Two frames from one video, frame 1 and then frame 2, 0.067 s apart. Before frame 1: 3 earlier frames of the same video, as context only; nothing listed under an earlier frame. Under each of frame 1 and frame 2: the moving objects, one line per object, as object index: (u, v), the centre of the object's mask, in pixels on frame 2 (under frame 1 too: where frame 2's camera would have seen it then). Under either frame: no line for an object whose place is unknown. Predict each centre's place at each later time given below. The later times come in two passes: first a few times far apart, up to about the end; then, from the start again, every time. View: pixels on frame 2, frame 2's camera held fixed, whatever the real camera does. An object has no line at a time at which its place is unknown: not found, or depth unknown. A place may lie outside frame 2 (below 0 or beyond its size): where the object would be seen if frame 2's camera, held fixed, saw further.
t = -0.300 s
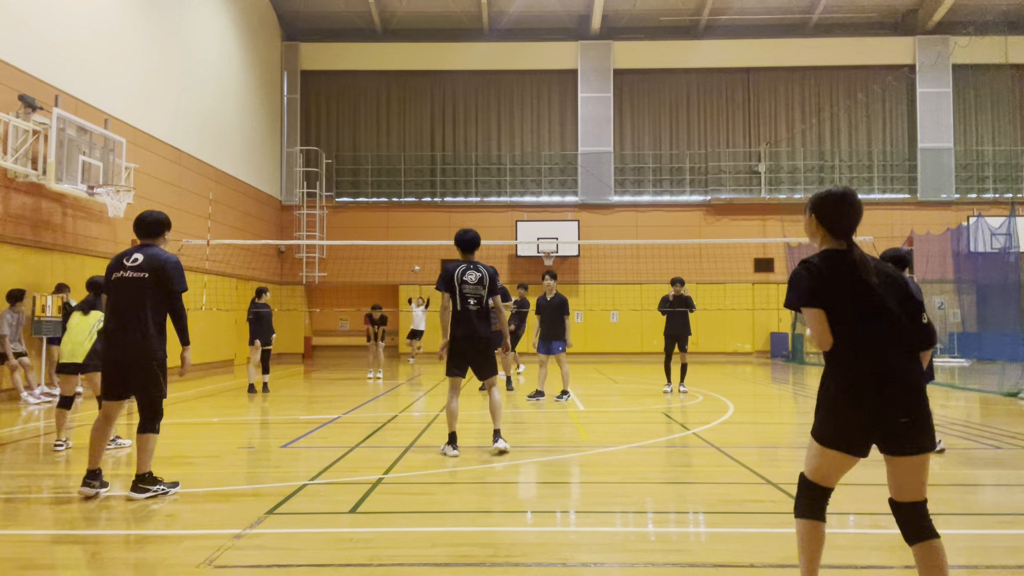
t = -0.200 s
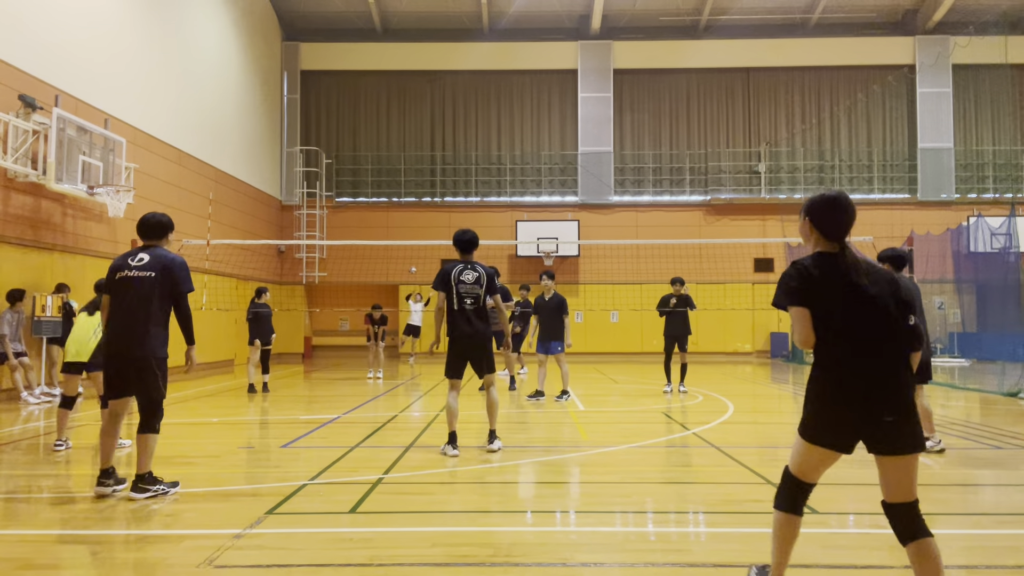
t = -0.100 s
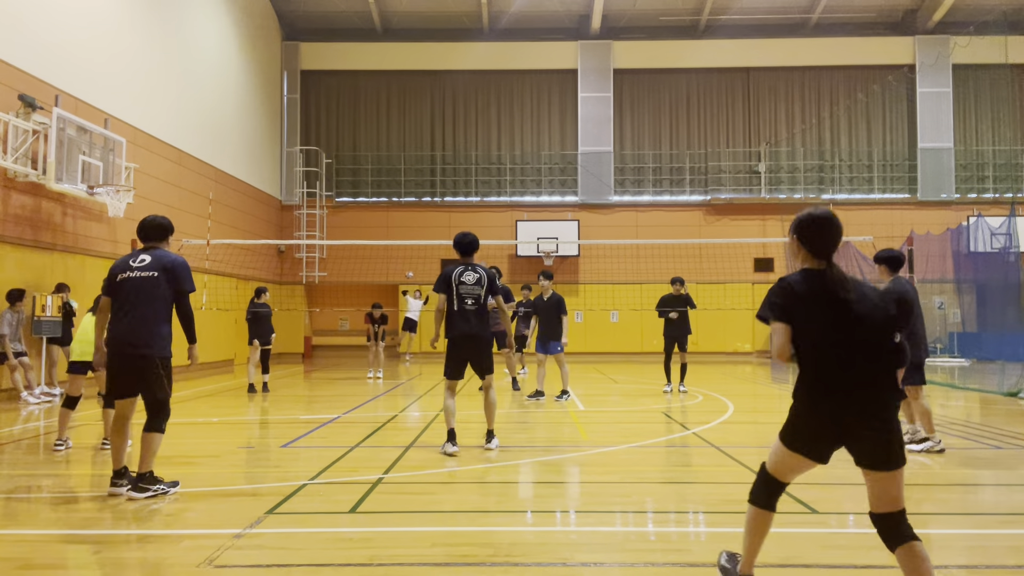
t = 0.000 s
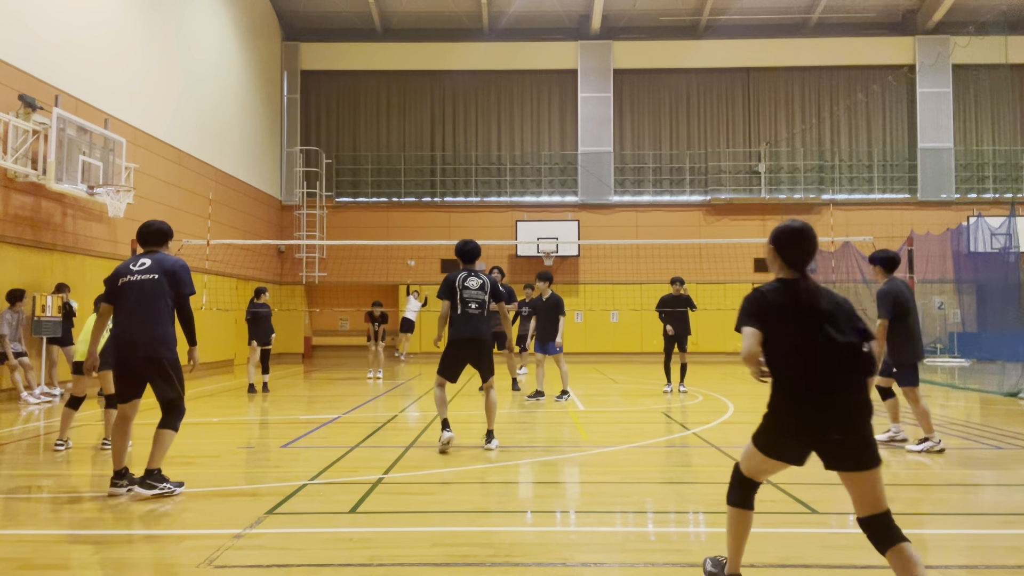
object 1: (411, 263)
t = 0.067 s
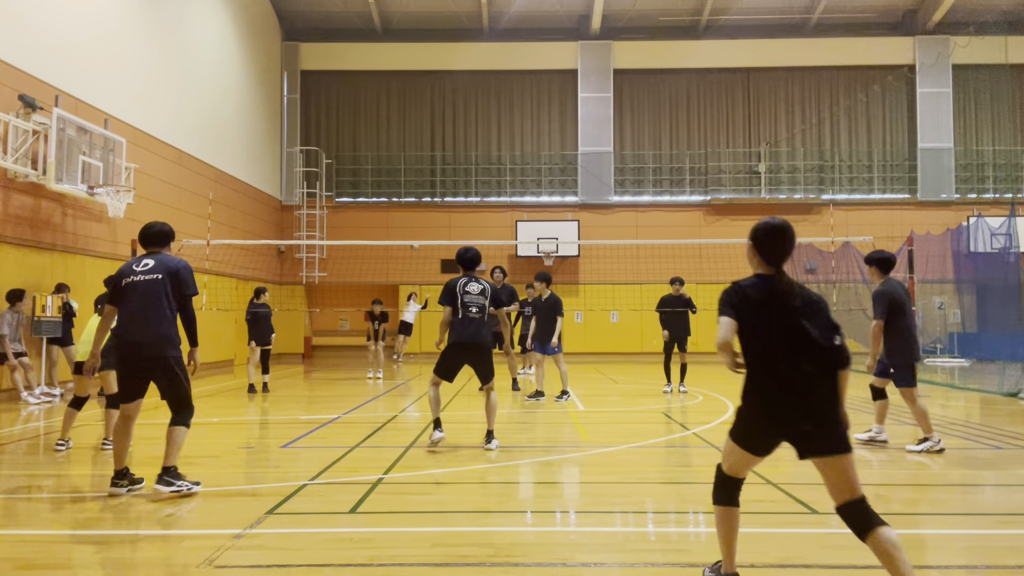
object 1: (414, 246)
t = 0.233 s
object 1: (425, 200)
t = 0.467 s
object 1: (440, 147)
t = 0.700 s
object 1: (461, 108)
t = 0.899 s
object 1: (488, 93)
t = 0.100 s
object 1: (417, 235)
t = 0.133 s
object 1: (419, 226)
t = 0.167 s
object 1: (422, 218)
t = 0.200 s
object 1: (423, 208)
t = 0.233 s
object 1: (425, 200)
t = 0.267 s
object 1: (427, 192)
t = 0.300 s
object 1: (429, 184)
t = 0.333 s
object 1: (431, 176)
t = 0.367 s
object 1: (433, 168)
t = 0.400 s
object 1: (435, 160)
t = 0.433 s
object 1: (437, 153)
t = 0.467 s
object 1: (440, 147)
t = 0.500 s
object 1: (442, 140)
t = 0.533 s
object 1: (445, 134)
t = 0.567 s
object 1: (448, 128)
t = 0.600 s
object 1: (451, 123)
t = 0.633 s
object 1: (454, 117)
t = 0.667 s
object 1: (458, 112)
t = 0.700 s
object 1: (461, 108)
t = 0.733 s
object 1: (466, 104)
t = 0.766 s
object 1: (470, 101)
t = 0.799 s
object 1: (474, 98)
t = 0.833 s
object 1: (478, 96)
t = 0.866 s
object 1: (483, 94)
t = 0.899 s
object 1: (488, 93)
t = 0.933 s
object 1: (493, 92)
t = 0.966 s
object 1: (498, 93)
